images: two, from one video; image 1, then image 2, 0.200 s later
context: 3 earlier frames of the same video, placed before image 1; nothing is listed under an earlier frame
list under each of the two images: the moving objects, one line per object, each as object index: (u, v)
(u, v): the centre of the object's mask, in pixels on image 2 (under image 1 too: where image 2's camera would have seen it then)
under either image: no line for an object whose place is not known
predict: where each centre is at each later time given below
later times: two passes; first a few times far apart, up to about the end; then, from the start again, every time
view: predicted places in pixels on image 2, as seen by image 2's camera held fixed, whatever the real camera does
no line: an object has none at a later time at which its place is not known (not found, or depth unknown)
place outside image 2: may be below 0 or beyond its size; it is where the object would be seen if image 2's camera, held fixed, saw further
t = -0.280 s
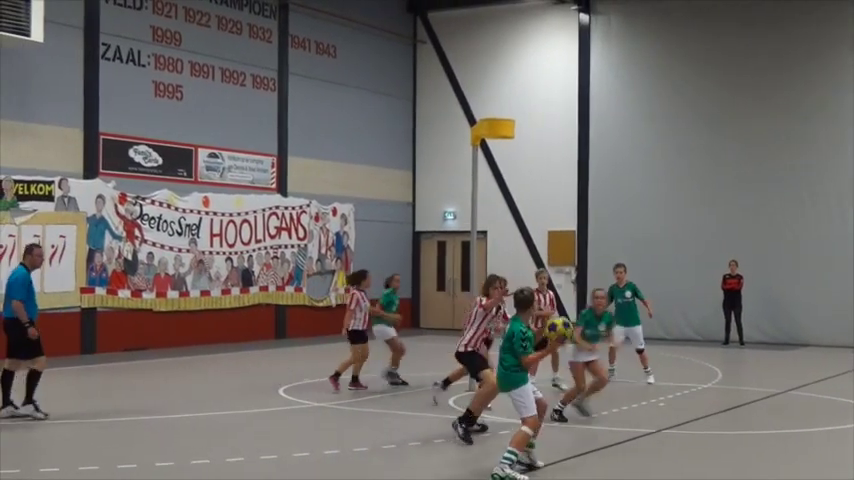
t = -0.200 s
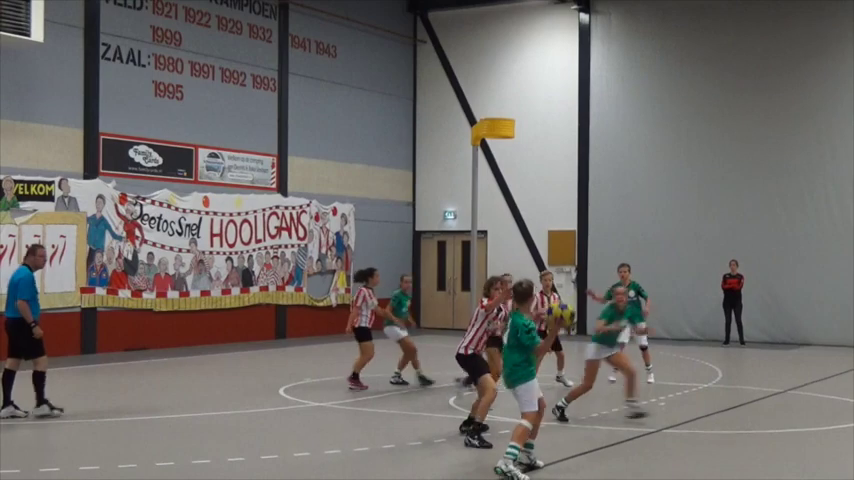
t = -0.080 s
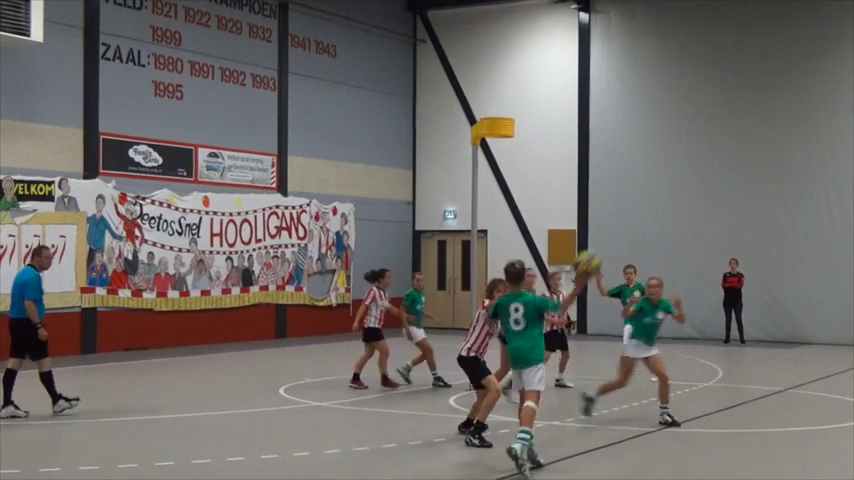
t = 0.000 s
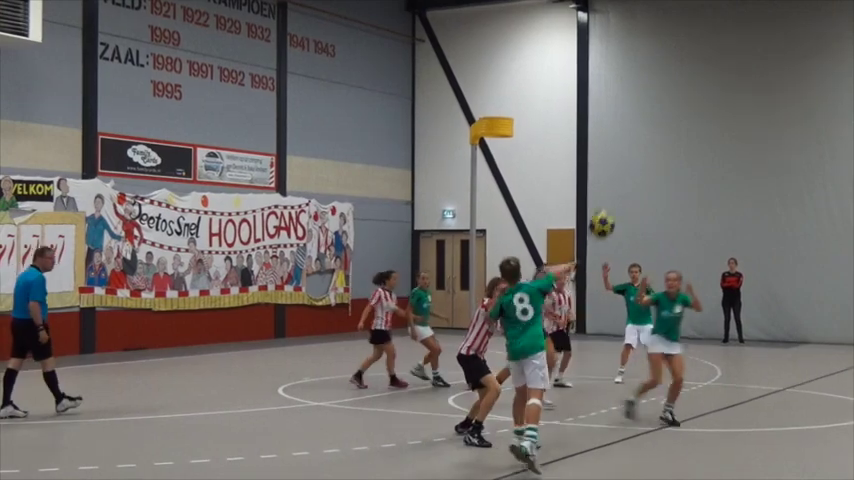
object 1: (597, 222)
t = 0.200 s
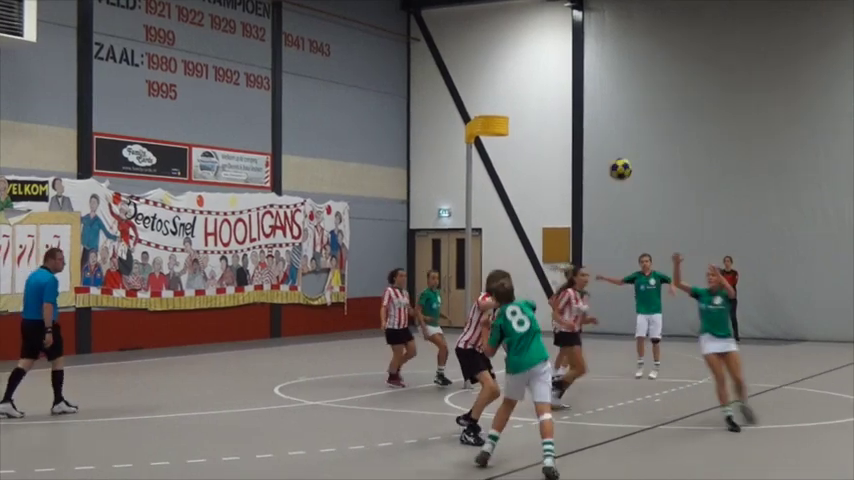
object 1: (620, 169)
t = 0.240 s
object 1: (624, 164)
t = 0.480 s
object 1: (646, 170)
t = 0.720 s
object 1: (663, 213)
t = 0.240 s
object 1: (624, 164)
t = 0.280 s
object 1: (628, 162)
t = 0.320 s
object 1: (632, 161)
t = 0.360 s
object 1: (636, 161)
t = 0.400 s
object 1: (640, 163)
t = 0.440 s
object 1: (643, 166)
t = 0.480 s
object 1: (646, 170)
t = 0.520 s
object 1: (649, 174)
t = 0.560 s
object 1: (652, 180)
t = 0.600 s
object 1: (655, 187)
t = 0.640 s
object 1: (657, 195)
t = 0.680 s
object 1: (660, 204)
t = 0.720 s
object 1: (663, 213)
